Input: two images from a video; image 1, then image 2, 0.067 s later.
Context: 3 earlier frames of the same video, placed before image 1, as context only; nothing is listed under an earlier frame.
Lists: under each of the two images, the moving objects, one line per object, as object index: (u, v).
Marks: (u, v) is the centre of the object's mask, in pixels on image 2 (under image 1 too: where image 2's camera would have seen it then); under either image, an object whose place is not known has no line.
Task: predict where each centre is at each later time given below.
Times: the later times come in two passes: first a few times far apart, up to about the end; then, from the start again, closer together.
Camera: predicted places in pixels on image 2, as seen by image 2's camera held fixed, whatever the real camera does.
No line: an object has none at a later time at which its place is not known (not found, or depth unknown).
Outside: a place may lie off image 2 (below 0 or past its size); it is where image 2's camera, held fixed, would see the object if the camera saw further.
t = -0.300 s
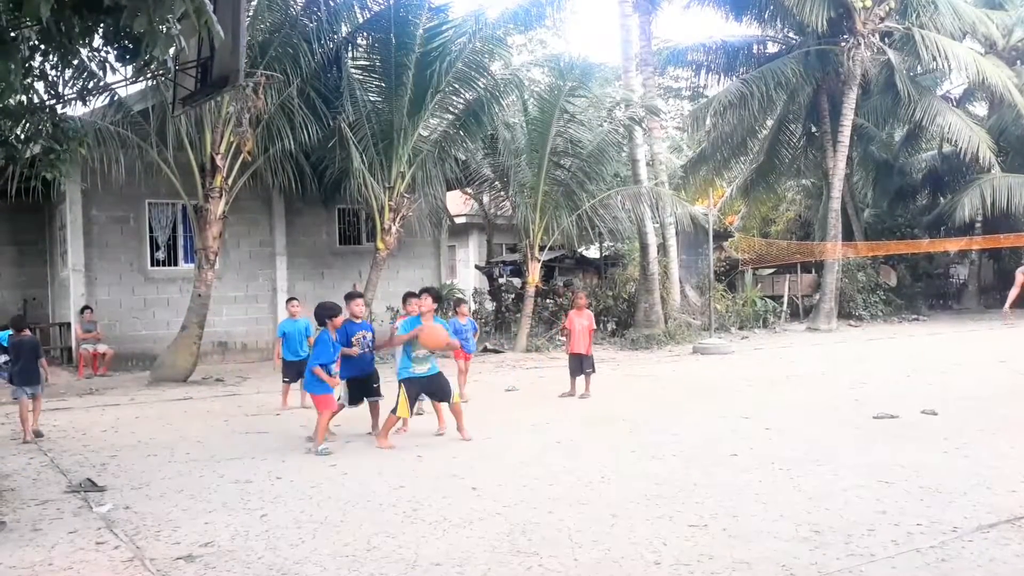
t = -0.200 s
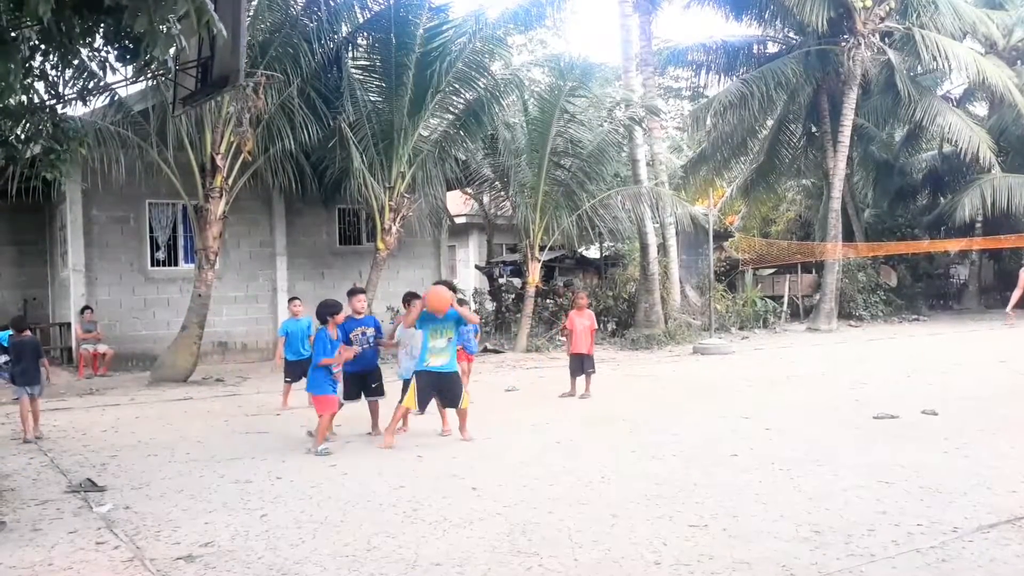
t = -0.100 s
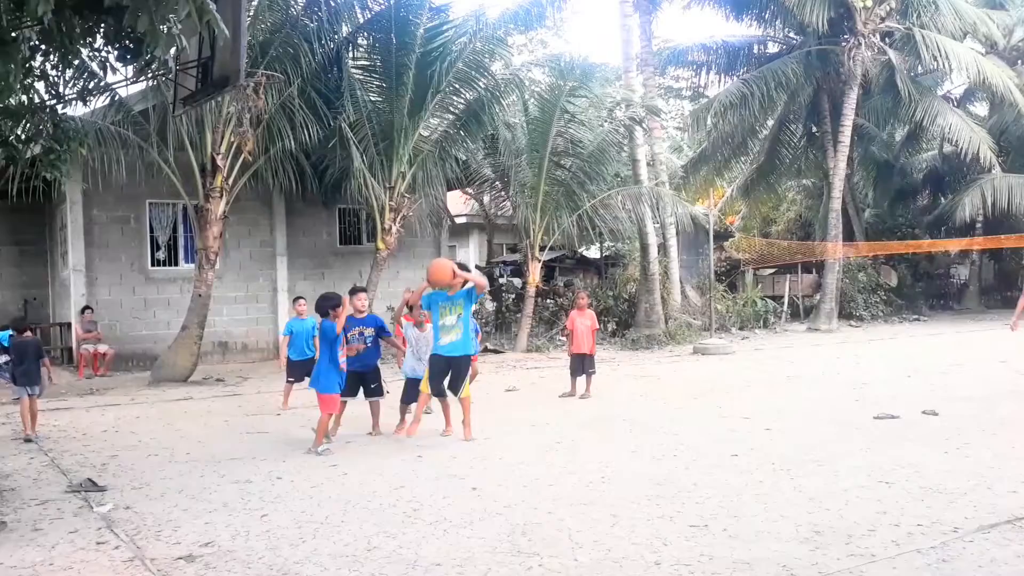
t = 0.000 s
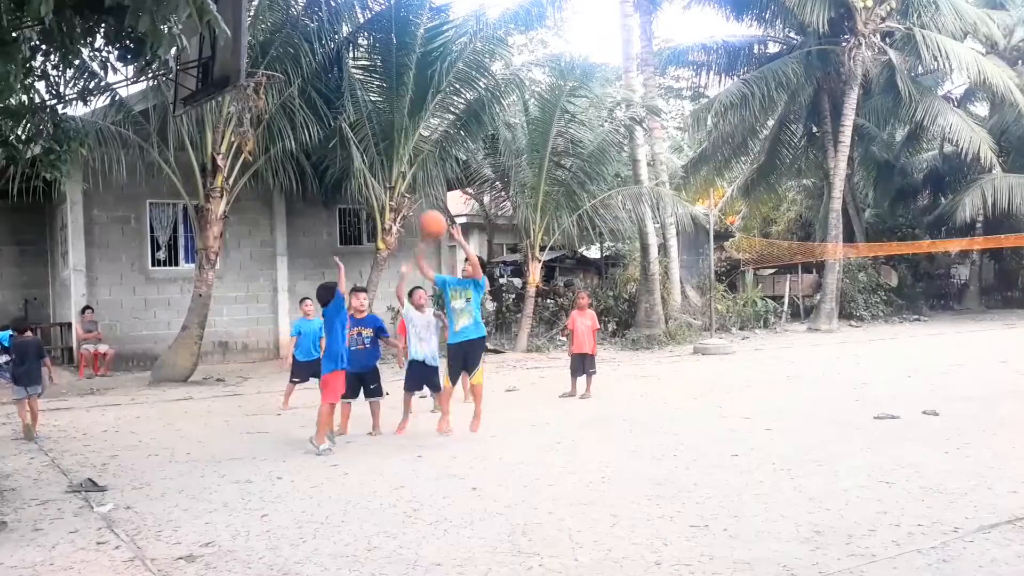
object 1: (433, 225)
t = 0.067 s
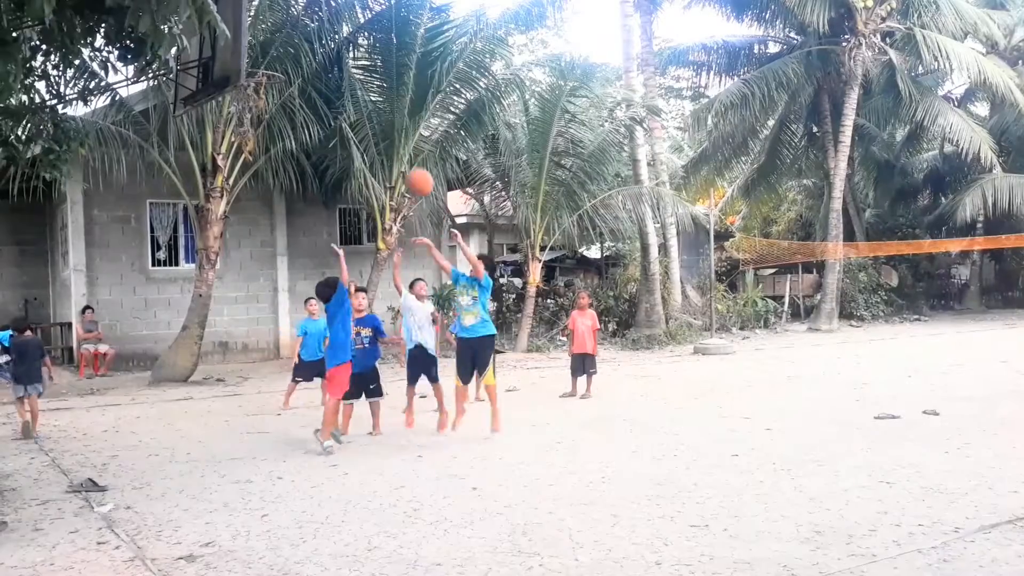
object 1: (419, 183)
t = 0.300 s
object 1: (373, 73)
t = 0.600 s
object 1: (314, 21)
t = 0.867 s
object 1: (264, 66)
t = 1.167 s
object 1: (210, 226)
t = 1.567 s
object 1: (162, 357)
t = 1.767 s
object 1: (155, 246)
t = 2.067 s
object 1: (149, 180)
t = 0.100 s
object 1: (413, 163)
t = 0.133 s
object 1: (406, 145)
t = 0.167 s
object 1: (399, 129)
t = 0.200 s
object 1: (393, 114)
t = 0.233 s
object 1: (387, 99)
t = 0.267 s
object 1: (380, 86)
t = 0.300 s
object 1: (373, 73)
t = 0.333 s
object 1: (367, 62)
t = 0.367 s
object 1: (360, 53)
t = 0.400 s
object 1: (354, 45)
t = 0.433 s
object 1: (348, 37)
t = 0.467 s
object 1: (341, 32)
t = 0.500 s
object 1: (334, 26)
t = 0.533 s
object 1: (328, 23)
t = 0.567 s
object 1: (321, 21)
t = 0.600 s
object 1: (314, 21)
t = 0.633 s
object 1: (308, 22)
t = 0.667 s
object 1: (302, 24)
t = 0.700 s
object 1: (295, 28)
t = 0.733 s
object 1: (288, 33)
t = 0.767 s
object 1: (282, 40)
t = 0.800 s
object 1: (275, 47)
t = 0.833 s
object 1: (268, 55)
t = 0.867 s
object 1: (264, 66)
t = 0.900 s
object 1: (260, 78)
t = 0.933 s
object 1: (256, 91)
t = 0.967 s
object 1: (254, 108)
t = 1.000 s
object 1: (239, 124)
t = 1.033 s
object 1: (232, 142)
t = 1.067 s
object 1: (229, 160)
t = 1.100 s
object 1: (222, 180)
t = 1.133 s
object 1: (216, 203)
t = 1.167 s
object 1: (210, 226)
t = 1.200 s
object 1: (204, 250)
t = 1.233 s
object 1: (199, 278)
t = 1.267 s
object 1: (193, 306)
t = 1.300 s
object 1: (188, 336)
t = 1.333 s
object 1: (184, 368)
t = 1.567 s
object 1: (162, 357)
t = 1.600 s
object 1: (161, 335)
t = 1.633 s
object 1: (159, 314)
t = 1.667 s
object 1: (158, 295)
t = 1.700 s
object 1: (158, 277)
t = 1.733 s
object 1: (156, 261)
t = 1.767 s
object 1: (155, 246)
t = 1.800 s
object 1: (155, 232)
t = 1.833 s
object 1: (154, 220)
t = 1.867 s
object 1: (153, 210)
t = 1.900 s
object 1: (152, 200)
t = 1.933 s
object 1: (150, 193)
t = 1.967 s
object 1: (150, 187)
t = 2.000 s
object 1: (149, 183)
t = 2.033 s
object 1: (149, 181)
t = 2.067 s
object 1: (149, 180)
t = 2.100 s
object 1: (149, 177)
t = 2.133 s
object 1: (148, 177)
